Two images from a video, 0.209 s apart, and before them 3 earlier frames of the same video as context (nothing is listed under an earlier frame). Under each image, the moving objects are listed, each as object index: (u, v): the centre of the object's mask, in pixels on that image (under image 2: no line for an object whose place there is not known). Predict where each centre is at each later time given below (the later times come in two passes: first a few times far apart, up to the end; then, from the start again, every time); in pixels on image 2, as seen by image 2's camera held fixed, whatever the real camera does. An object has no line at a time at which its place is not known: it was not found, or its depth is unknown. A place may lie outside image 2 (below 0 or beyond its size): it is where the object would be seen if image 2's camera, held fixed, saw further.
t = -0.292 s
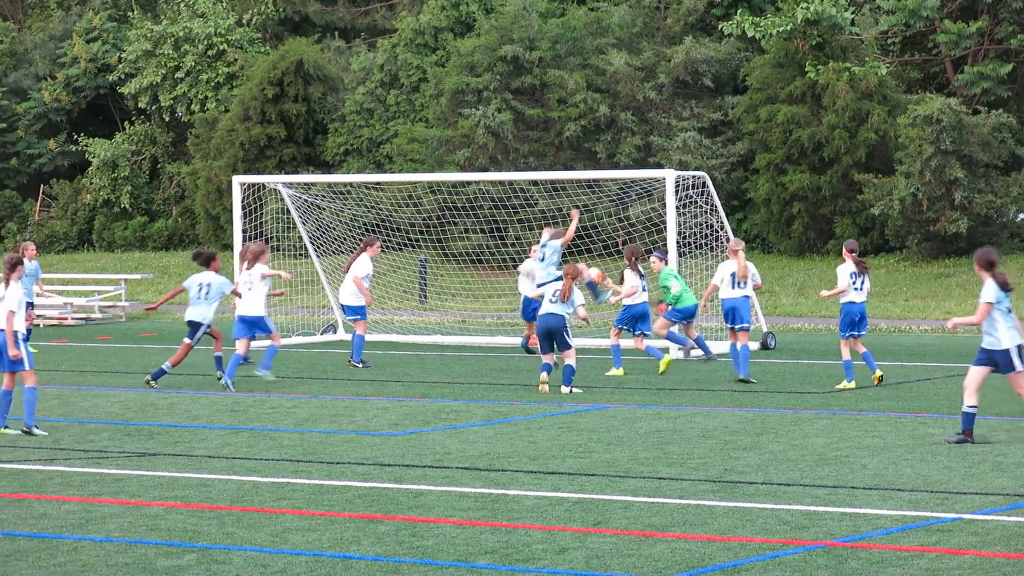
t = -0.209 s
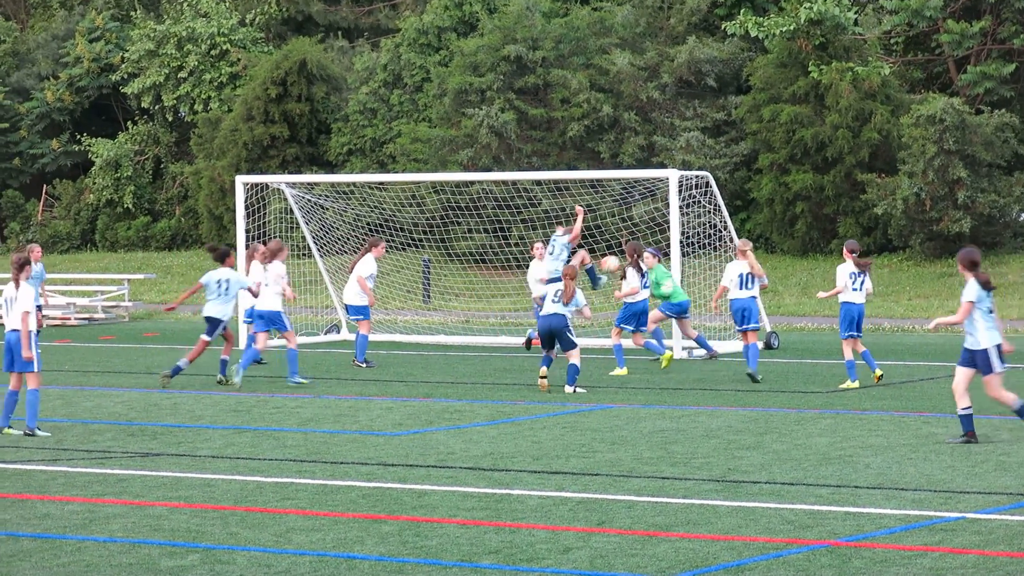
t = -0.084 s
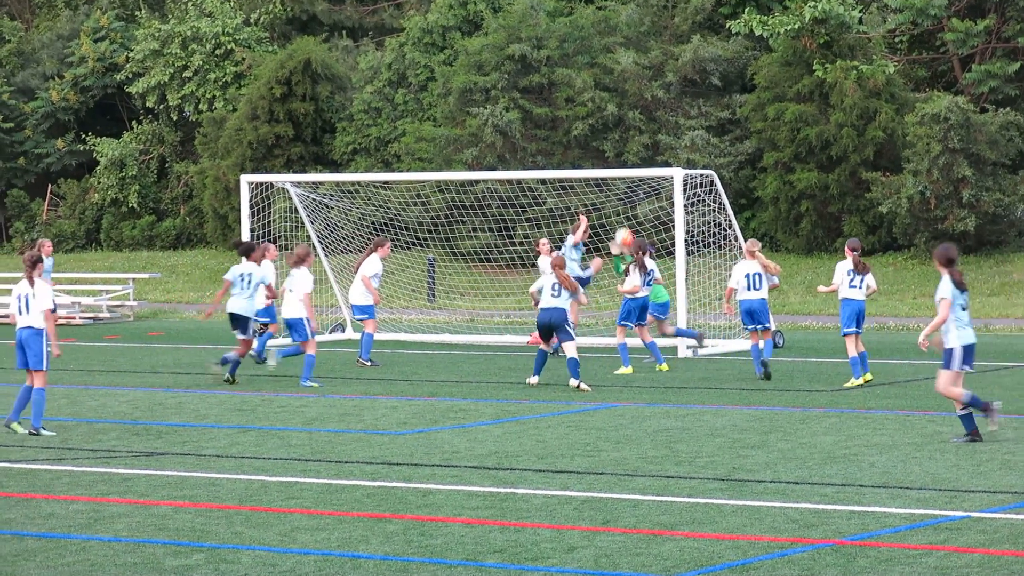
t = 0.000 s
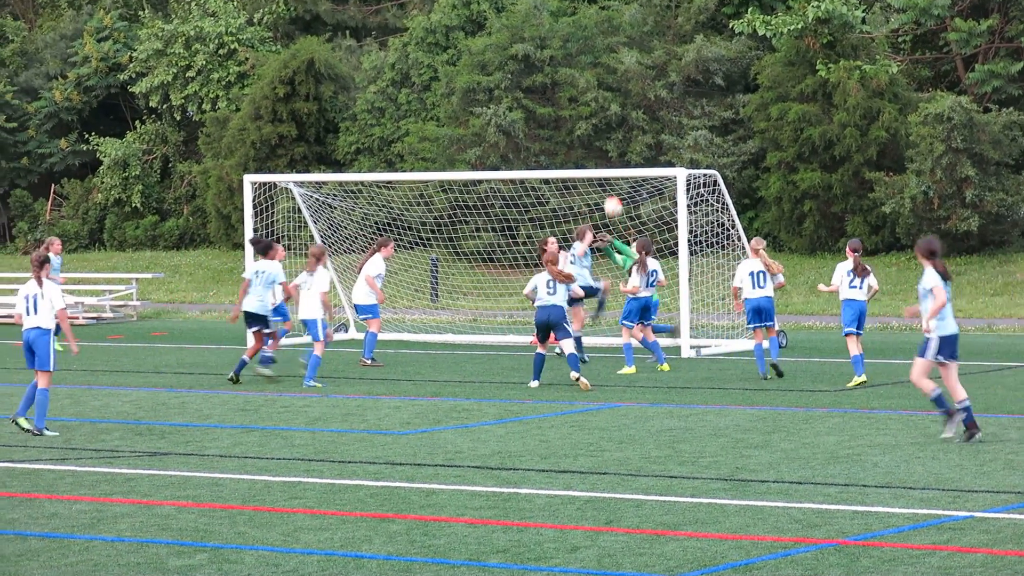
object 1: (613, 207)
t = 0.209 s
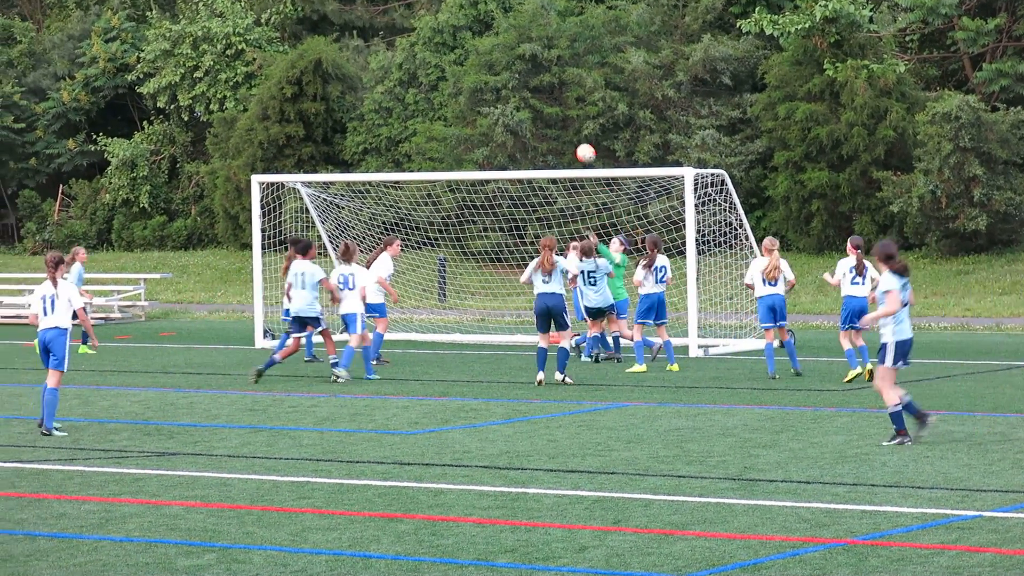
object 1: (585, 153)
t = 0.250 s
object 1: (579, 147)
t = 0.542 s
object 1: (531, 145)
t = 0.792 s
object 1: (490, 203)
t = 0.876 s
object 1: (476, 236)
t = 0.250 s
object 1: (579, 147)
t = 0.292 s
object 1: (572, 142)
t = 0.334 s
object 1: (565, 139)
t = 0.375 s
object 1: (558, 137)
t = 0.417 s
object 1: (551, 136)
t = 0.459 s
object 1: (545, 137)
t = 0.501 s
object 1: (538, 141)
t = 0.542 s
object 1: (531, 145)
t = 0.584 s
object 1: (524, 151)
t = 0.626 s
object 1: (517, 158)
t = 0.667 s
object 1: (511, 166)
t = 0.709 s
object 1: (503, 178)
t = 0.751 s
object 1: (496, 190)
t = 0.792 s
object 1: (490, 203)
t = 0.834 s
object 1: (483, 219)
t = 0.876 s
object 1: (476, 236)
